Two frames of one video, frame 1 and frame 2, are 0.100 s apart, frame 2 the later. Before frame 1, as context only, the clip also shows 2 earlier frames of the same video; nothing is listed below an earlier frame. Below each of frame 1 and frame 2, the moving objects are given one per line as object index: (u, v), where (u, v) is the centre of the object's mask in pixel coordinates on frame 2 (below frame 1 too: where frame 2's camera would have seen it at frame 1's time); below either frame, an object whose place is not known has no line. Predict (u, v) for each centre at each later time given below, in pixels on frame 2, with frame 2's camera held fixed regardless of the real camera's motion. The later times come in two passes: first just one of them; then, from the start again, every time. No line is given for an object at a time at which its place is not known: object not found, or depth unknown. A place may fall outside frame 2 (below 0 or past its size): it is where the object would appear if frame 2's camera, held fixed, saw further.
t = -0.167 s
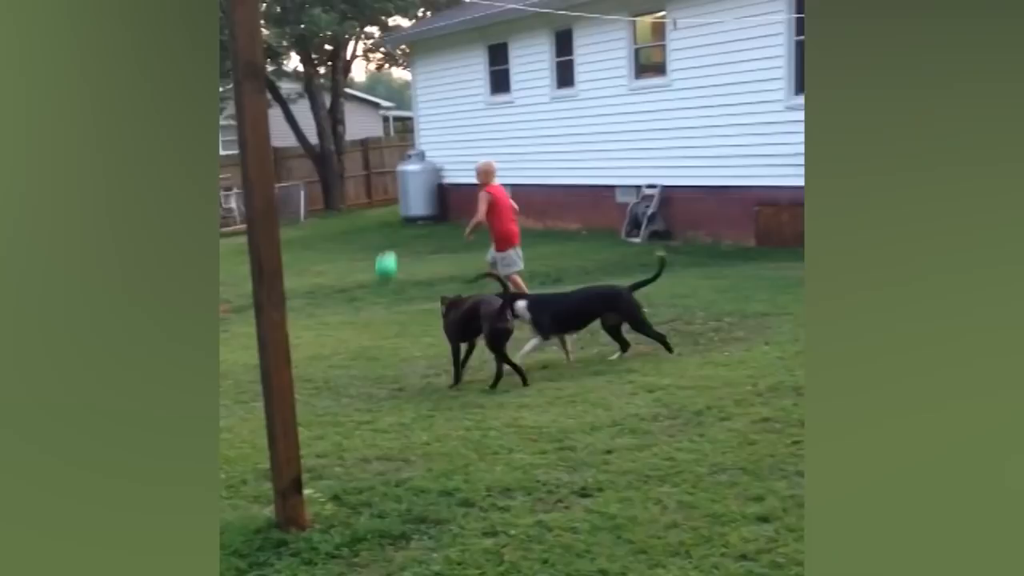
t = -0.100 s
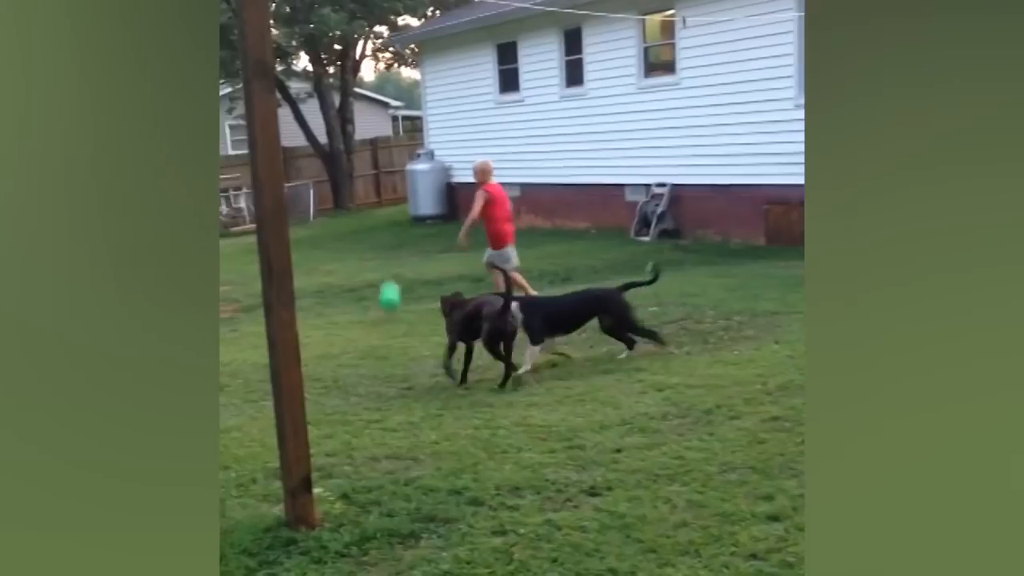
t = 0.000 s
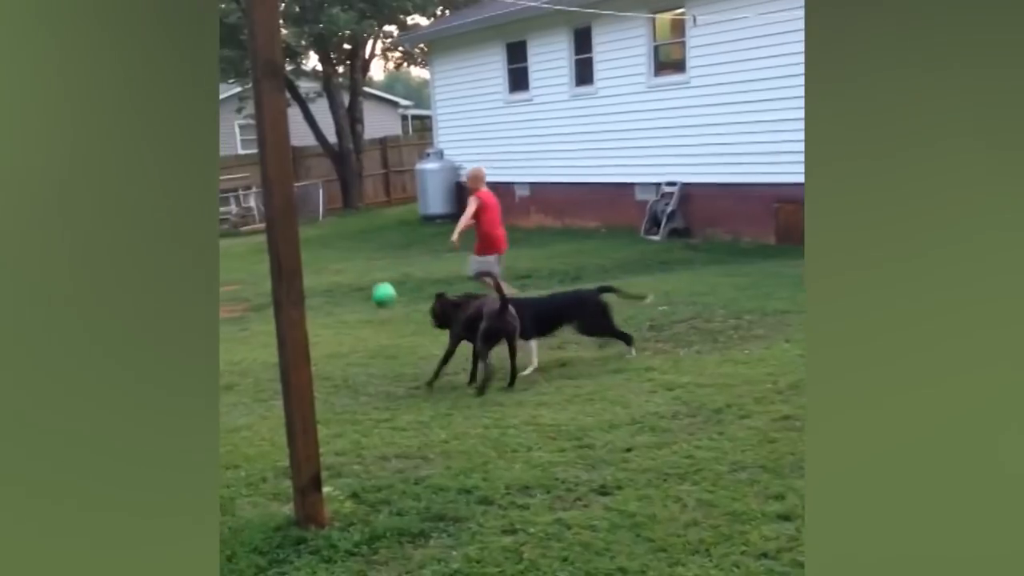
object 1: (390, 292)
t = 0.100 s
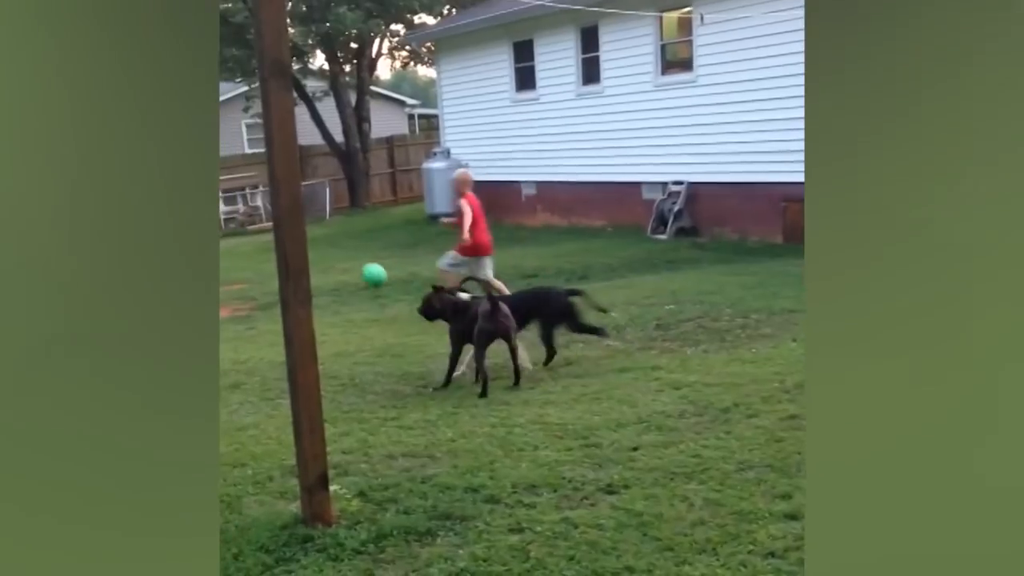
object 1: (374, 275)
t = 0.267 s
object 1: (348, 267)
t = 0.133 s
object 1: (368, 271)
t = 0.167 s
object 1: (363, 268)
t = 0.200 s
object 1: (358, 266)
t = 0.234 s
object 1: (353, 266)
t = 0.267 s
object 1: (348, 267)
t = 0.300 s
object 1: (343, 269)
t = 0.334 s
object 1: (338, 272)
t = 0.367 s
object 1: (334, 276)
